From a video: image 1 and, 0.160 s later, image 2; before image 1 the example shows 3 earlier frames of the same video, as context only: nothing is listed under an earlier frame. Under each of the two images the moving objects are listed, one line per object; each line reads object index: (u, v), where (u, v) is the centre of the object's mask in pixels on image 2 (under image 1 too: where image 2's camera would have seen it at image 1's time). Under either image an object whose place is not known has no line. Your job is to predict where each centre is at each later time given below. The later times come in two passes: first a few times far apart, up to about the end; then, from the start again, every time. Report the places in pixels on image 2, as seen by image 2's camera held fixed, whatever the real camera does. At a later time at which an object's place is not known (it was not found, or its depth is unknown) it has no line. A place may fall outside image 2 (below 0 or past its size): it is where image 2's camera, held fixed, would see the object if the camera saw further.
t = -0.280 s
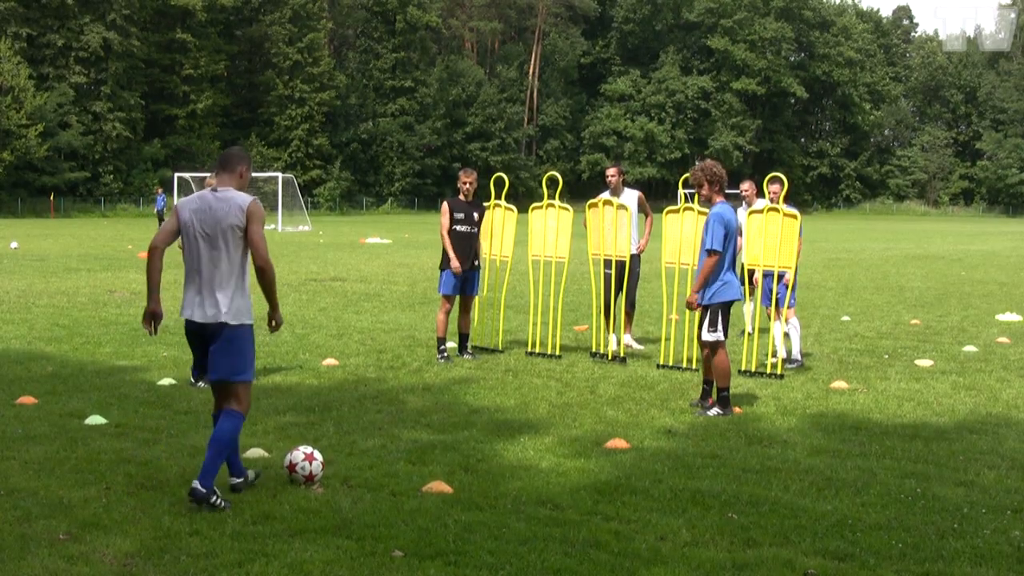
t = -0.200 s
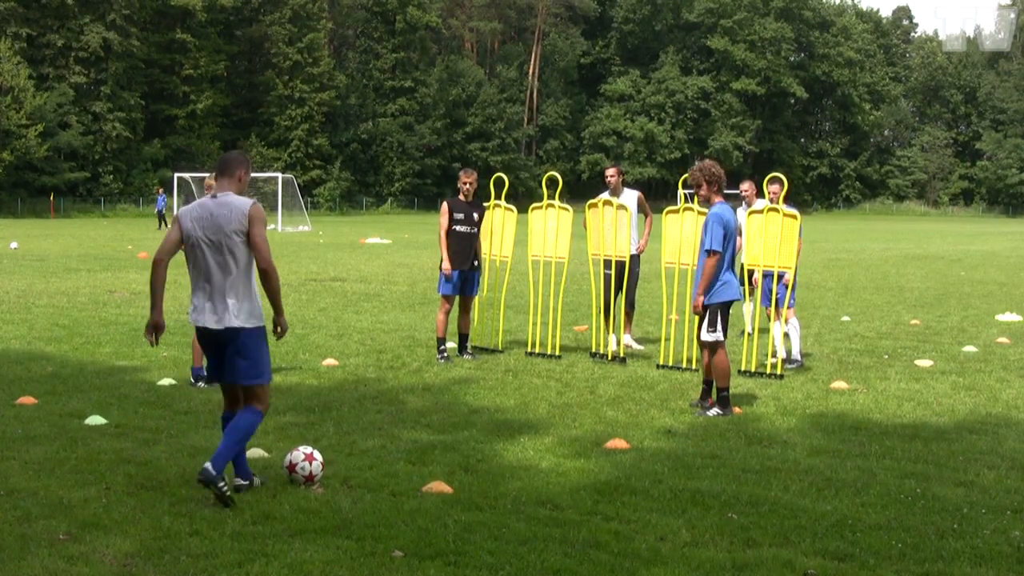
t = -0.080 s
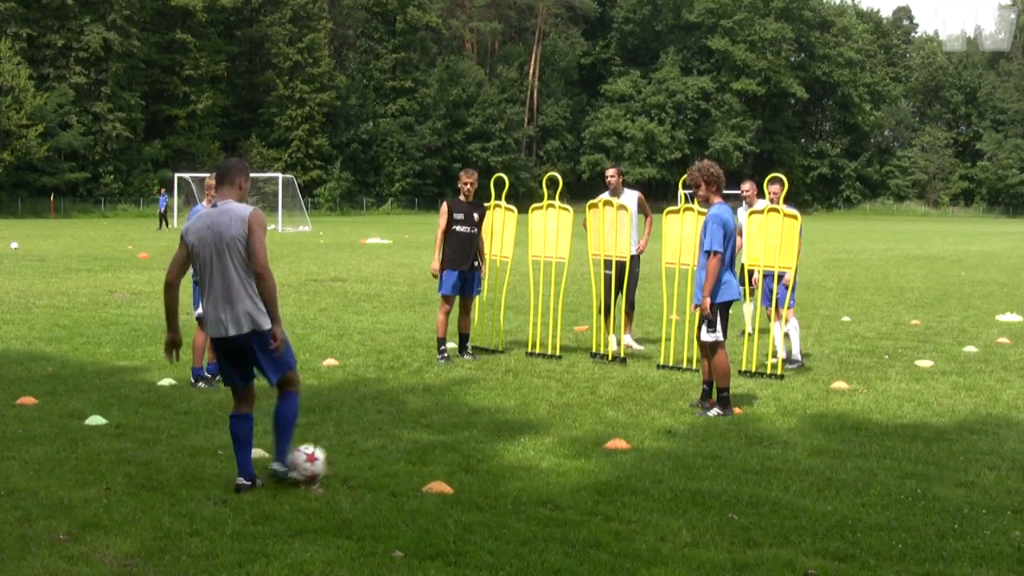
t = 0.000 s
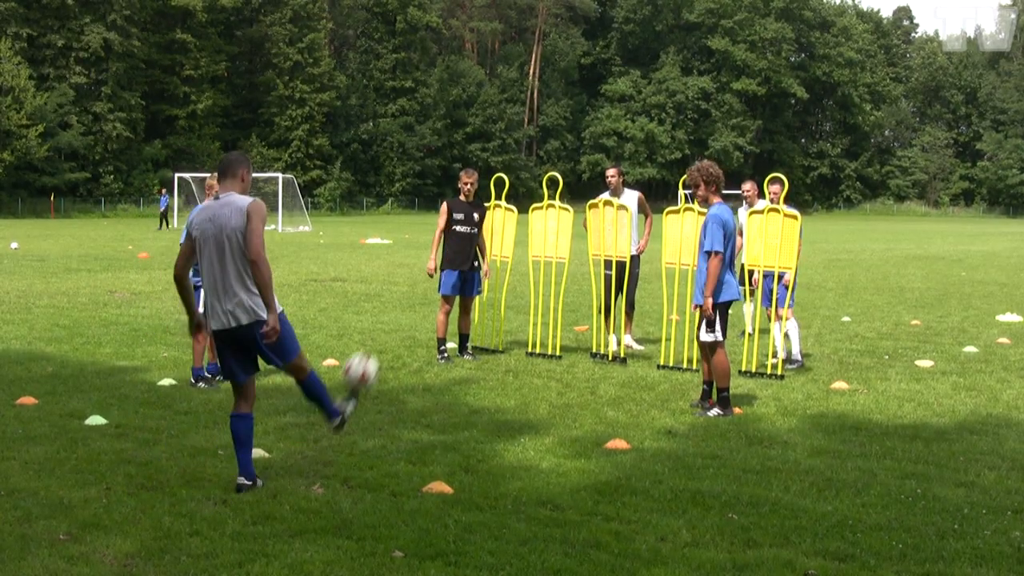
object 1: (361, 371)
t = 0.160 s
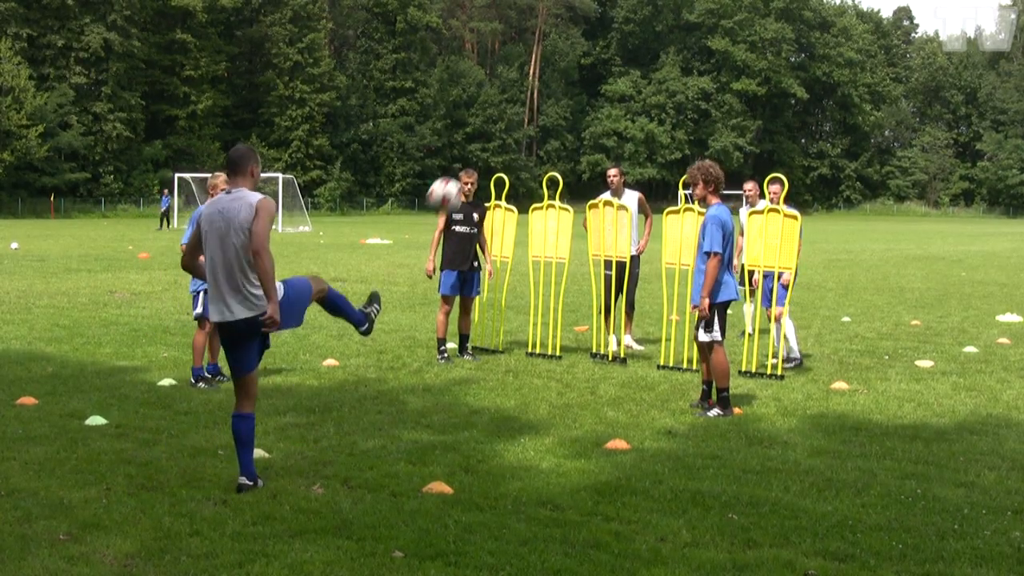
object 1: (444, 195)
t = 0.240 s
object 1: (480, 130)
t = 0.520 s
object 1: (579, 16)
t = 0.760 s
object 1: (639, 12)
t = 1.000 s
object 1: (684, 67)
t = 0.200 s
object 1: (462, 161)
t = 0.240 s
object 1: (480, 130)
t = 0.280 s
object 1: (496, 107)
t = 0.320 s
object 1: (512, 85)
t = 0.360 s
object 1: (527, 64)
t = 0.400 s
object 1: (541, 48)
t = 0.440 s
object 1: (555, 34)
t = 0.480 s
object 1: (567, 23)
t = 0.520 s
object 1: (579, 16)
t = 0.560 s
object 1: (590, 12)
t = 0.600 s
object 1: (601, 10)
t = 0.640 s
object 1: (611, 8)
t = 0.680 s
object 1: (621, 8)
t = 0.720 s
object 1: (630, 9)
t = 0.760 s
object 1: (639, 12)
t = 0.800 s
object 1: (648, 17)
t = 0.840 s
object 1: (656, 25)
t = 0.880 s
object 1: (663, 34)
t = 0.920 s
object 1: (670, 42)
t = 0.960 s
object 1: (678, 54)
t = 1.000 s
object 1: (684, 67)
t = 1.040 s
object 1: (691, 81)
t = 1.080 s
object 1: (697, 98)
